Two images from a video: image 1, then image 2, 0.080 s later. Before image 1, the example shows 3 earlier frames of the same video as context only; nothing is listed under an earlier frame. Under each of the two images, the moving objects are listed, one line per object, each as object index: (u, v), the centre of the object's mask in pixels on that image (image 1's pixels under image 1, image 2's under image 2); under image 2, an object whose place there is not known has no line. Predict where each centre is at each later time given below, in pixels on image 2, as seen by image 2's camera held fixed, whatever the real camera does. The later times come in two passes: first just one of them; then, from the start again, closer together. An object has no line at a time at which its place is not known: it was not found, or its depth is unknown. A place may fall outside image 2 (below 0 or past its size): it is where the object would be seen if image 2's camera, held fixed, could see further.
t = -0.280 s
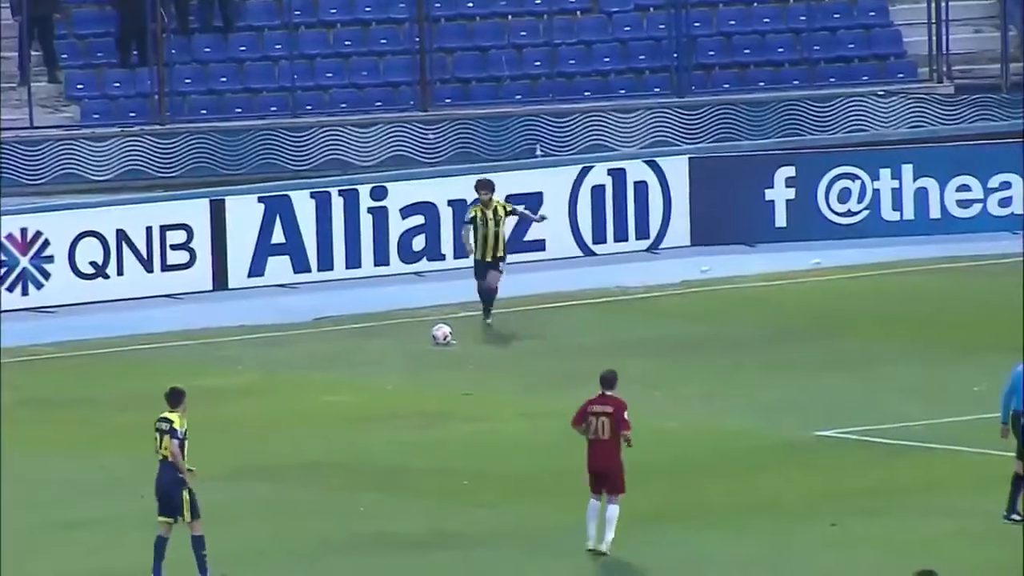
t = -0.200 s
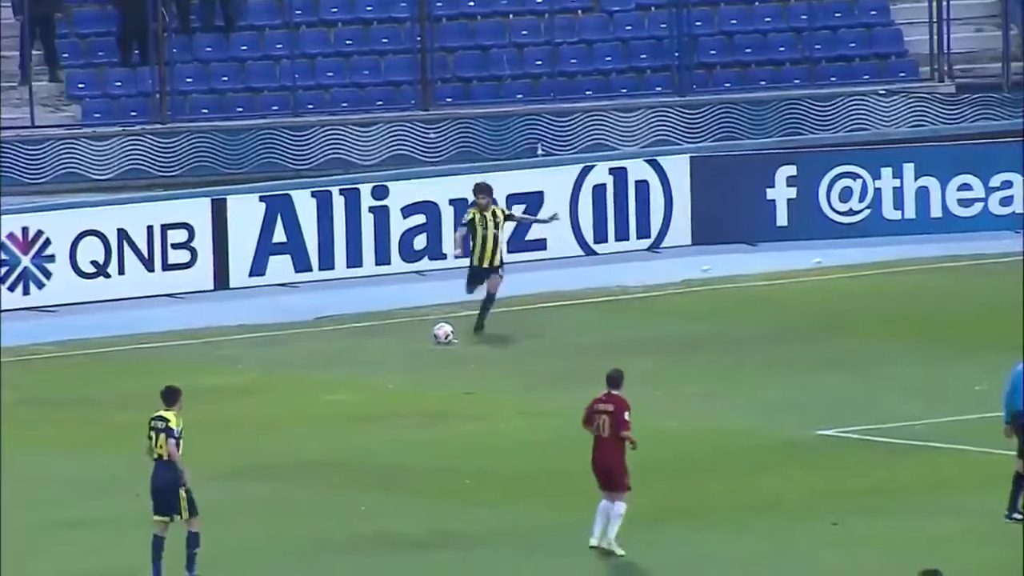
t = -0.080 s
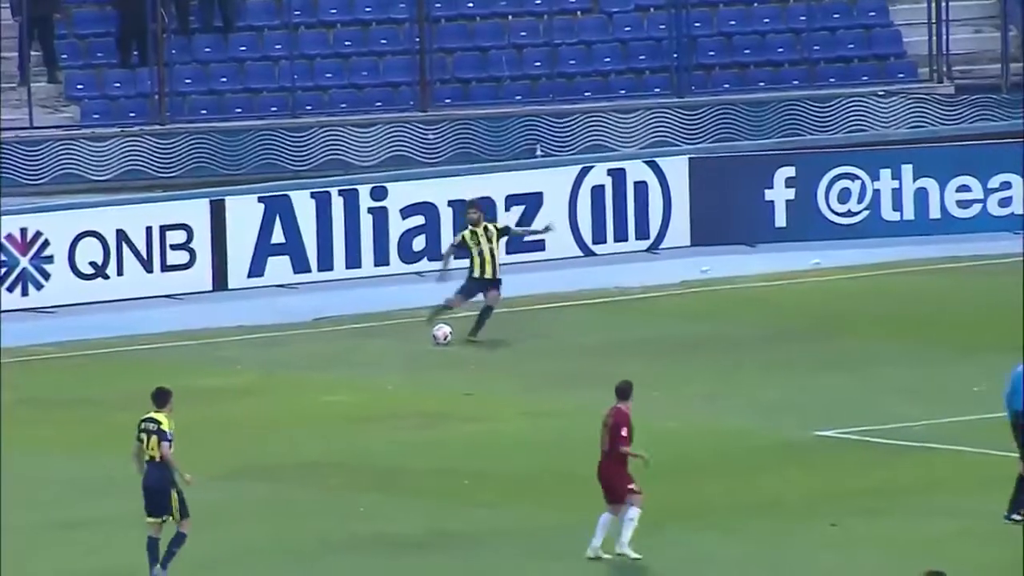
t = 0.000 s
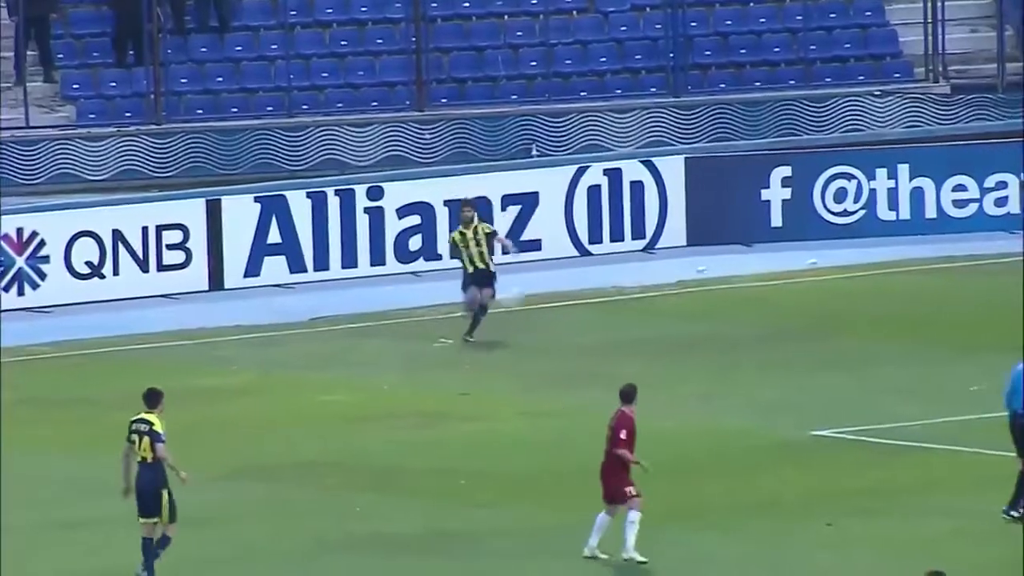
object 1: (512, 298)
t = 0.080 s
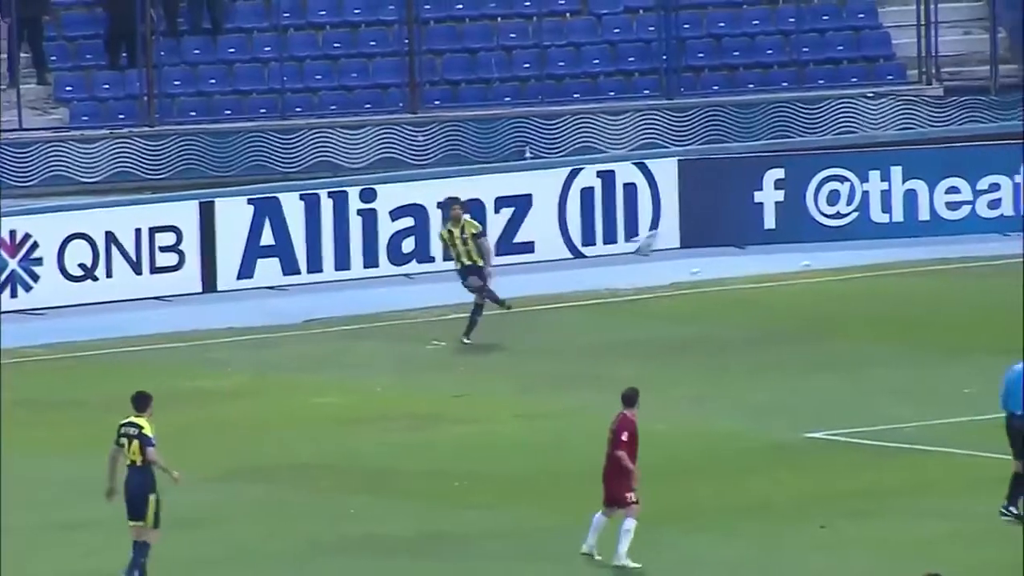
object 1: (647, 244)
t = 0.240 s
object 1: (943, 149)
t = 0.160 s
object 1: (791, 192)
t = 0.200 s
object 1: (868, 171)
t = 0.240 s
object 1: (943, 149)
